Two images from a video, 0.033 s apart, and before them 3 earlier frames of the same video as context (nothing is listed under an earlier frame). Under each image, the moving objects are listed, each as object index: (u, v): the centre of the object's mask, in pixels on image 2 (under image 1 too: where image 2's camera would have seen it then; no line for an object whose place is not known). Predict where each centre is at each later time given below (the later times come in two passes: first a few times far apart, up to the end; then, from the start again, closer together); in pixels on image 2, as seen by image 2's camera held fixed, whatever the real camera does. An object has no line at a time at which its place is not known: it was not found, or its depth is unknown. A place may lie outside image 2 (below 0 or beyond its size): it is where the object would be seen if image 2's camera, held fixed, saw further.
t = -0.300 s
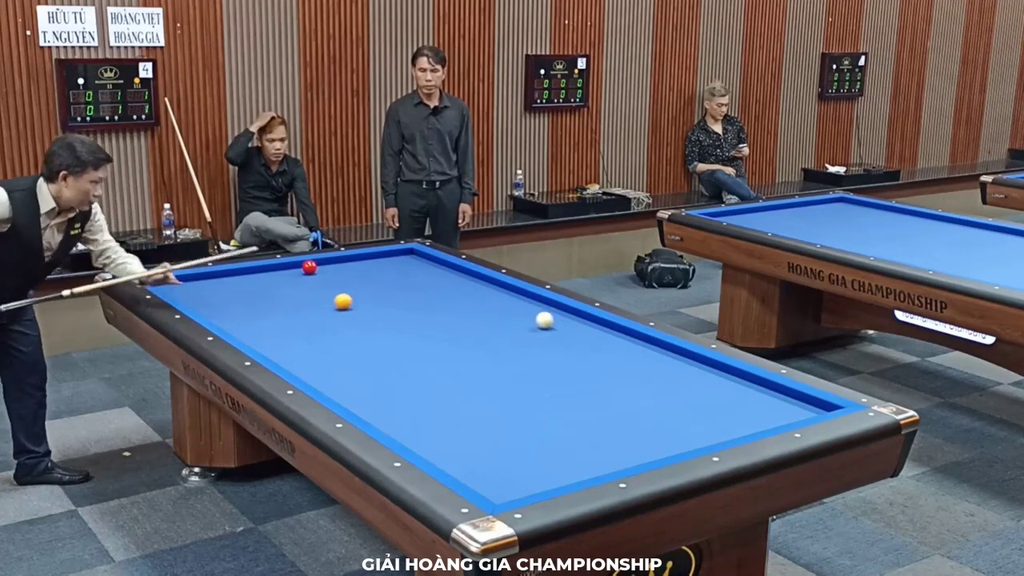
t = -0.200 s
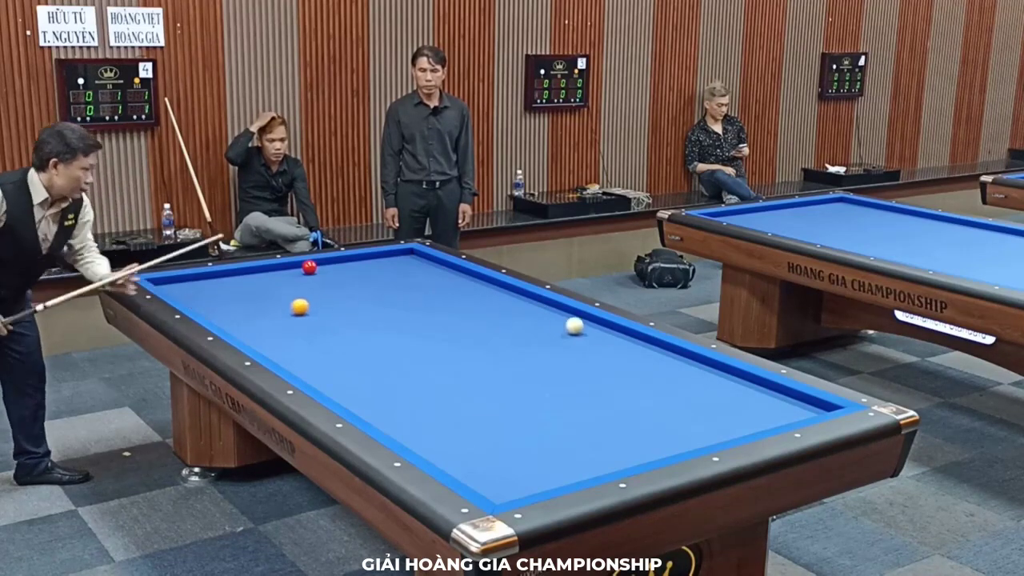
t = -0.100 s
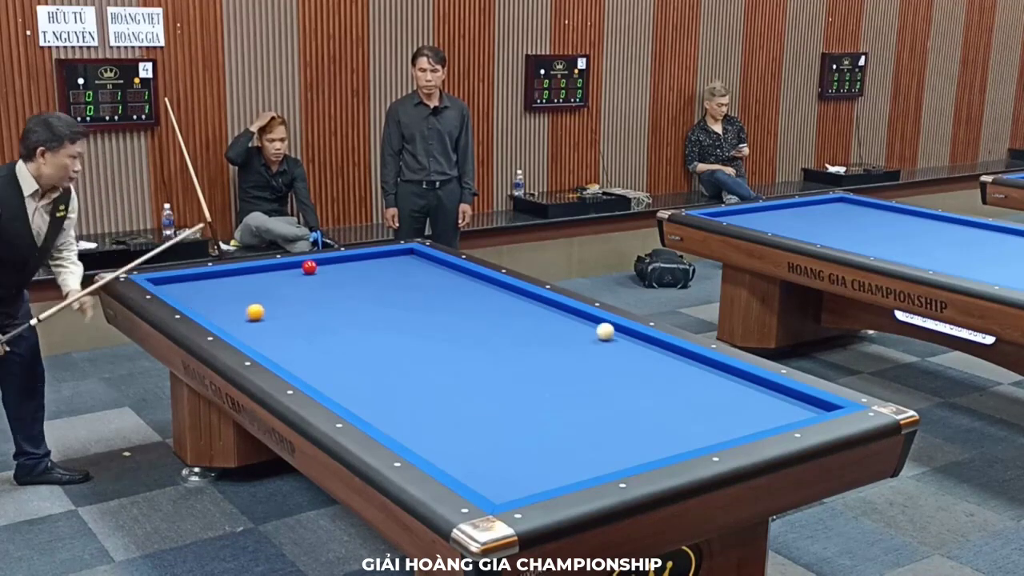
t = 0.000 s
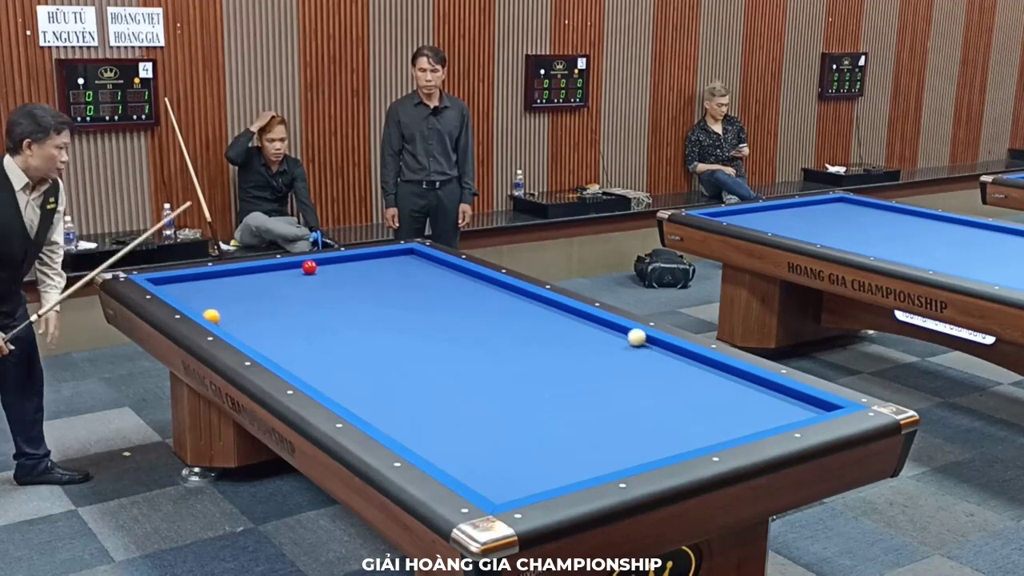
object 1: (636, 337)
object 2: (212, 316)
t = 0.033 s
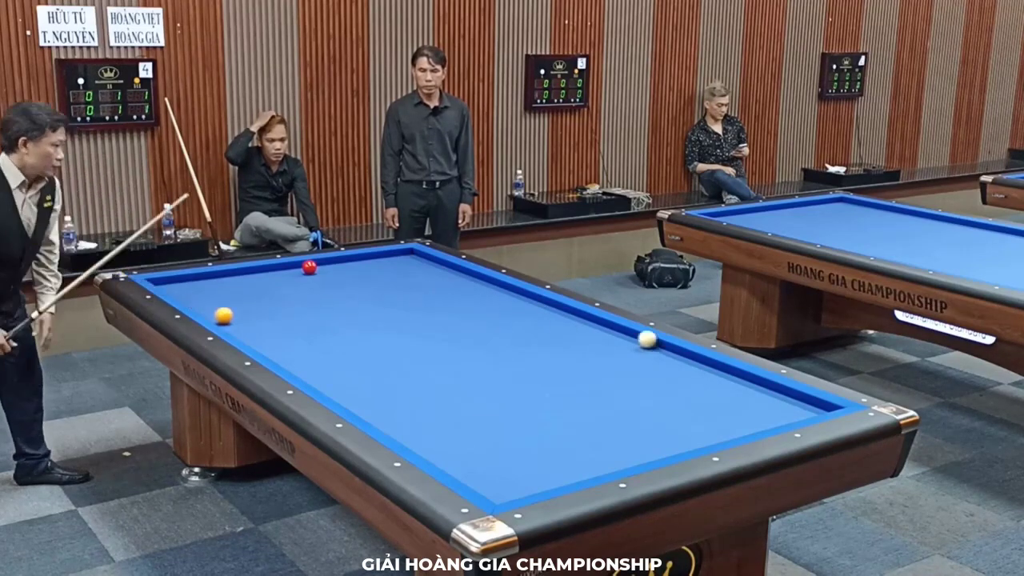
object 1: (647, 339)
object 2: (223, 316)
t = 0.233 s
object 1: (681, 360)
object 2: (290, 305)
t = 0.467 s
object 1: (729, 387)
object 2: (345, 297)
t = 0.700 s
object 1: (782, 416)
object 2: (392, 289)
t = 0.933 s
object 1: (713, 408)
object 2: (437, 282)
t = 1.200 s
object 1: (643, 399)
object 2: (473, 276)
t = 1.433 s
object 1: (586, 391)
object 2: (444, 280)
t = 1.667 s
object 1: (531, 385)
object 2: (418, 284)
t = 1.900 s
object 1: (479, 378)
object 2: (392, 287)
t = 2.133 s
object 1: (428, 372)
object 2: (365, 290)
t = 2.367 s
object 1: (380, 366)
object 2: (339, 294)
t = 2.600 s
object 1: (333, 360)
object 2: (313, 297)
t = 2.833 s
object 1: (289, 354)
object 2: (286, 301)
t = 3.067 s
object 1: (268, 345)
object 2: (259, 304)
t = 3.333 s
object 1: (267, 333)
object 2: (229, 308)
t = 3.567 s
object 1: (267, 322)
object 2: (203, 310)
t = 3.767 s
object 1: (268, 314)
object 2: (215, 309)
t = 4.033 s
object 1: (268, 304)
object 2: (231, 307)
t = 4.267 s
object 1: (268, 296)
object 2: (245, 305)
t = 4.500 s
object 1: (268, 288)
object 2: (258, 303)
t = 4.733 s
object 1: (268, 281)
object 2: (271, 301)
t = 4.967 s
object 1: (268, 274)
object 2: (282, 300)
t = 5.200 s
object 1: (268, 268)
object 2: (293, 298)
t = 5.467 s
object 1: (285, 268)
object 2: (305, 296)
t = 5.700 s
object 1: (299, 270)
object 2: (314, 295)
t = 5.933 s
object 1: (308, 272)
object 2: (323, 294)
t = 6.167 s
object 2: (331, 292)
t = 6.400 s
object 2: (339, 291)
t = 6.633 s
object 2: (346, 290)
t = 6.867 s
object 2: (353, 289)
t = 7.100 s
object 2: (359, 289)
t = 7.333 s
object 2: (365, 288)
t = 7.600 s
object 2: (374, 288)
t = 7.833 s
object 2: (381, 288)
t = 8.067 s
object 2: (388, 289)
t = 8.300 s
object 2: (394, 289)
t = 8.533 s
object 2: (400, 290)
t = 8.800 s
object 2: (406, 290)
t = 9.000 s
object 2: (410, 290)
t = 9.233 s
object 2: (414, 290)
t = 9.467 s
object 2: (418, 290)
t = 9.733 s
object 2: (421, 291)
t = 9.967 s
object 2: (423, 291)
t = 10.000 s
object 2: (423, 291)
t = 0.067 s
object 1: (653, 342)
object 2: (236, 314)
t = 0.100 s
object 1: (658, 346)
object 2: (248, 312)
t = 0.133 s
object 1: (663, 349)
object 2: (260, 310)
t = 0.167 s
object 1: (669, 353)
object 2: (270, 308)
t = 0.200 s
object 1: (675, 356)
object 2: (281, 307)
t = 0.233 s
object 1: (681, 360)
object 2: (290, 305)
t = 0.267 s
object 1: (688, 364)
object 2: (299, 304)
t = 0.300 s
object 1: (694, 367)
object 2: (308, 303)
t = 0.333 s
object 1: (701, 371)
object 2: (316, 302)
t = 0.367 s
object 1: (707, 375)
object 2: (323, 300)
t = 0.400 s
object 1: (715, 379)
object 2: (330, 299)
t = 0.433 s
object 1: (721, 383)
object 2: (338, 298)
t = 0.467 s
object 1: (729, 387)
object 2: (345, 297)
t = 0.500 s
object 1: (736, 391)
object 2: (352, 296)
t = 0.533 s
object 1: (744, 396)
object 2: (359, 295)
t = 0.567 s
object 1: (751, 400)
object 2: (366, 294)
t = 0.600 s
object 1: (759, 404)
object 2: (373, 292)
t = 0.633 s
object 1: (767, 409)
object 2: (379, 291)
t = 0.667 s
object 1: (775, 413)
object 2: (386, 290)
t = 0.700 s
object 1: (782, 416)
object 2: (392, 289)
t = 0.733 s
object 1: (781, 417)
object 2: (399, 288)
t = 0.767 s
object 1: (769, 417)
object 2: (405, 287)
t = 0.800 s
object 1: (756, 415)
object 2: (412, 286)
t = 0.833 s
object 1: (744, 413)
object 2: (418, 285)
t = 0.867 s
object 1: (733, 411)
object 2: (424, 284)
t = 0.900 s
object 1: (723, 409)
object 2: (431, 283)
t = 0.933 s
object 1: (713, 408)
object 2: (437, 282)
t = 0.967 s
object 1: (703, 406)
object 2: (443, 281)
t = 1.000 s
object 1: (694, 405)
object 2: (449, 280)
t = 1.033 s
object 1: (685, 404)
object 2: (455, 279)
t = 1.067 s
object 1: (677, 402)
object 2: (461, 278)
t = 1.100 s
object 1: (668, 401)
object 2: (467, 277)
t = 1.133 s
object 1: (660, 401)
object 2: (473, 276)
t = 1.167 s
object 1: (651, 400)
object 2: (478, 276)
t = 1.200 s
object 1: (643, 399)
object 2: (473, 276)
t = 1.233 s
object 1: (635, 398)
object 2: (468, 277)
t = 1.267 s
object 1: (626, 396)
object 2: (463, 278)
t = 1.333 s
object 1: (610, 394)
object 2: (455, 279)
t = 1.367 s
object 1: (602, 393)
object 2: (451, 279)
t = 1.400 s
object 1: (594, 392)
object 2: (447, 280)
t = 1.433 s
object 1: (586, 391)
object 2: (444, 280)
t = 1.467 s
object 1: (578, 390)
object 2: (440, 281)
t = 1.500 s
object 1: (570, 389)
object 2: (436, 281)
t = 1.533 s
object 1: (562, 388)
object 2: (432, 282)
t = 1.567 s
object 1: (554, 388)
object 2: (429, 282)
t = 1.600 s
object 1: (546, 386)
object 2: (425, 283)
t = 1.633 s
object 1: (539, 385)
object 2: (422, 283)
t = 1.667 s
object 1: (531, 385)
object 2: (418, 284)
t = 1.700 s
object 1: (523, 383)
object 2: (414, 284)
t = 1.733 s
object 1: (516, 382)
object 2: (410, 285)
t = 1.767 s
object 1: (508, 382)
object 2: (407, 285)
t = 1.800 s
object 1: (501, 381)
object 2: (403, 286)
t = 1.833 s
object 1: (493, 380)
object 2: (399, 286)
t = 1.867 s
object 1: (486, 379)
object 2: (396, 287)
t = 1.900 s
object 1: (479, 378)
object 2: (392, 287)
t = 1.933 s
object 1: (471, 377)
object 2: (388, 287)
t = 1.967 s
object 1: (464, 376)
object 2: (384, 288)
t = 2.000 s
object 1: (457, 375)
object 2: (381, 288)
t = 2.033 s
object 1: (449, 374)
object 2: (377, 289)
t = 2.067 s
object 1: (442, 374)
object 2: (373, 289)
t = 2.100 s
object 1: (435, 373)
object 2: (369, 290)
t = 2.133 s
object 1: (428, 372)
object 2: (365, 290)
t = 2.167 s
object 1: (421, 371)
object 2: (362, 291)
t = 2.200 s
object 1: (414, 370)
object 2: (358, 291)
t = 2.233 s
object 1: (407, 369)
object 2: (354, 292)
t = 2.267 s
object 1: (400, 369)
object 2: (351, 292)
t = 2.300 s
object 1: (393, 368)
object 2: (347, 293)
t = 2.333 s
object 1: (386, 367)
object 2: (343, 293)
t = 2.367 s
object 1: (380, 366)
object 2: (339, 294)
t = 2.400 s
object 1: (373, 365)
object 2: (336, 294)
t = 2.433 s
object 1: (366, 364)
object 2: (332, 295)
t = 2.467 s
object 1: (360, 363)
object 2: (328, 295)
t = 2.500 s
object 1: (353, 363)
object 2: (324, 296)
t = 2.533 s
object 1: (346, 362)
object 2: (320, 296)
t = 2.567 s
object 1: (340, 361)
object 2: (316, 297)
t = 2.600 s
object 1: (333, 360)
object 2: (313, 297)
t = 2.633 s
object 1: (327, 360)
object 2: (309, 298)
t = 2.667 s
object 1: (320, 359)
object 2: (305, 298)
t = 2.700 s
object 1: (314, 357)
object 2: (301, 299)
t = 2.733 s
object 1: (308, 357)
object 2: (298, 299)
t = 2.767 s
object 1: (301, 356)
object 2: (294, 300)
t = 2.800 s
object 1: (295, 355)
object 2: (290, 300)
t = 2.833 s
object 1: (289, 354)
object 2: (286, 301)
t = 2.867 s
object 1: (283, 354)
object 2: (283, 301)
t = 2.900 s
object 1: (277, 352)
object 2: (279, 301)
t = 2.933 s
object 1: (271, 351)
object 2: (275, 302)
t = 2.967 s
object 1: (267, 350)
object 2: (271, 302)
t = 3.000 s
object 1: (268, 348)
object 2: (267, 303)
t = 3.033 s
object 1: (268, 347)
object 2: (263, 303)
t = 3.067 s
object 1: (268, 345)
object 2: (259, 304)
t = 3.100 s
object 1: (268, 344)
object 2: (256, 304)
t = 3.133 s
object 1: (268, 342)
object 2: (252, 305)
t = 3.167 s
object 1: (268, 341)
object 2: (248, 305)
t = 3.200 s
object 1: (268, 339)
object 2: (244, 306)
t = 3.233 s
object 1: (268, 338)
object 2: (240, 306)
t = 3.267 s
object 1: (268, 336)
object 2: (237, 307)
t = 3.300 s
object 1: (268, 334)
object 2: (233, 307)
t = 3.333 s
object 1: (267, 333)
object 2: (229, 308)
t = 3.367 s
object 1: (268, 331)
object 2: (225, 308)
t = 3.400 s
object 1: (268, 330)
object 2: (221, 309)
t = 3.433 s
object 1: (268, 328)
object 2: (217, 309)
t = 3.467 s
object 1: (268, 327)
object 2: (214, 310)
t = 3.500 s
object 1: (268, 325)
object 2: (210, 310)
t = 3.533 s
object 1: (268, 324)
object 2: (206, 310)
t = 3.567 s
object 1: (267, 322)
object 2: (203, 310)
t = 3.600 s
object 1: (268, 321)
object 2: (204, 310)
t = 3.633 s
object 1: (268, 320)
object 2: (206, 310)
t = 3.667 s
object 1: (268, 318)
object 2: (208, 310)
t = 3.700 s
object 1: (268, 317)
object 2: (210, 310)
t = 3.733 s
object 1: (268, 315)
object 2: (212, 310)
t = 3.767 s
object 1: (268, 314)
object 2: (215, 309)
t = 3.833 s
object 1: (268, 312)
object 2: (219, 309)
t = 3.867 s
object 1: (268, 310)
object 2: (221, 308)
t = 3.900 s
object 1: (268, 309)
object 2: (223, 308)
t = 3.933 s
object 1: (268, 308)
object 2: (225, 308)
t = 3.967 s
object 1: (268, 306)
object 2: (227, 308)
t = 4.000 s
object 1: (268, 305)
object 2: (229, 307)
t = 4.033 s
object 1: (268, 304)
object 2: (231, 307)
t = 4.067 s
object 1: (268, 303)
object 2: (233, 307)
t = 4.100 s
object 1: (268, 301)
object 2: (235, 306)
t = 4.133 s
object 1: (268, 300)
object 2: (237, 306)
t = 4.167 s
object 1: (268, 299)
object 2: (239, 306)
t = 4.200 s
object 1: (268, 298)
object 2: (241, 306)
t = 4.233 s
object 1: (268, 297)
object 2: (243, 305)
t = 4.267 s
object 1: (268, 296)
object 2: (245, 305)
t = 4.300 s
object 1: (268, 294)
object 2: (247, 305)
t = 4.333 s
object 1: (268, 293)
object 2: (249, 305)
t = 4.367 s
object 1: (268, 292)
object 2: (251, 304)
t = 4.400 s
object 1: (268, 291)
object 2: (252, 304)
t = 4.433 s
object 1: (268, 290)
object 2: (254, 304)
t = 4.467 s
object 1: (268, 289)
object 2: (256, 303)
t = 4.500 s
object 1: (268, 288)
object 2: (258, 303)
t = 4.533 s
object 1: (268, 287)
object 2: (260, 303)
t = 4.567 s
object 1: (268, 286)
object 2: (261, 303)
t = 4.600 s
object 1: (268, 285)
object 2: (263, 302)
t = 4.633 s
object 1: (268, 284)
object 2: (265, 302)
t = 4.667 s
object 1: (268, 283)
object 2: (267, 302)
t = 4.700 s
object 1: (268, 282)
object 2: (269, 302)
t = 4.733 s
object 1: (268, 281)
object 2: (271, 301)
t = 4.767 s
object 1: (268, 280)
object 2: (272, 301)
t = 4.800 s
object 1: (268, 279)
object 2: (274, 301)
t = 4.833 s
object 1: (268, 278)
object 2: (275, 301)
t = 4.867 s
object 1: (268, 277)
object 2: (277, 301)
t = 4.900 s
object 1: (268, 276)
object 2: (279, 300)
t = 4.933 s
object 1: (268, 275)
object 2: (280, 300)
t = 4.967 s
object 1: (268, 274)
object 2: (282, 300)
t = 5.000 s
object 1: (268, 273)
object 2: (284, 300)
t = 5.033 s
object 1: (268, 273)
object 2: (285, 299)
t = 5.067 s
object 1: (268, 272)
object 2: (287, 299)
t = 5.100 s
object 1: (268, 271)
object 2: (288, 299)
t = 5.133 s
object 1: (268, 270)
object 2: (290, 299)
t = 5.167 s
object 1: (268, 269)
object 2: (291, 298)
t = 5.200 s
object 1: (268, 268)
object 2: (293, 298)
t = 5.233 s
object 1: (268, 267)
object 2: (294, 298)
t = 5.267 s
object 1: (270, 267)
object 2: (296, 298)
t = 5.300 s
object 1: (272, 267)
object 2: (297, 298)
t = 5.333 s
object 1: (275, 267)
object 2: (299, 297)
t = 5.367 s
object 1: (278, 267)
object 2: (300, 297)
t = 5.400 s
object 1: (280, 268)
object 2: (302, 297)
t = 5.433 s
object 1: (282, 268)
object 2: (303, 297)
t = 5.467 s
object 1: (285, 268)
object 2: (305, 296)
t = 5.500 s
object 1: (288, 268)
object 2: (306, 296)
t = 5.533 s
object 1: (290, 268)
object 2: (307, 296)
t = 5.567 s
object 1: (292, 269)
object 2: (309, 296)
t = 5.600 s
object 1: (295, 269)
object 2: (310, 296)
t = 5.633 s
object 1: (297, 269)
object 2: (312, 295)
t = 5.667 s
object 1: (298, 269)
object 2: (313, 295)
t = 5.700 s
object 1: (299, 270)
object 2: (314, 295)
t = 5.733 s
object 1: (300, 270)
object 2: (315, 295)
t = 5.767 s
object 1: (302, 270)
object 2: (317, 295)
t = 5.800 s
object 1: (303, 271)
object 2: (318, 294)
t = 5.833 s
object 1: (305, 271)
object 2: (319, 294)
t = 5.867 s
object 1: (306, 271)
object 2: (321, 294)
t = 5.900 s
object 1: (307, 272)
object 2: (322, 294)
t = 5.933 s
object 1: (308, 272)
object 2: (323, 294)
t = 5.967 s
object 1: (310, 272)
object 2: (324, 293)
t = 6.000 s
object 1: (311, 272)
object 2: (326, 293)
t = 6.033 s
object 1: (312, 273)
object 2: (327, 293)
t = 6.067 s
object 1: (313, 273)
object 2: (328, 293)
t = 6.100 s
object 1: (314, 274)
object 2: (329, 293)
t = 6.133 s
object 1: (316, 273)
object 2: (330, 293)
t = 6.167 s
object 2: (331, 292)
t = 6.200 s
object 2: (332, 292)
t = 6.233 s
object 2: (334, 292)
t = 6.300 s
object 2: (336, 292)
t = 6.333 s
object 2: (337, 292)
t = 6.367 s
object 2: (338, 291)
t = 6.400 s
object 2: (339, 291)
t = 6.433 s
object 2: (340, 291)
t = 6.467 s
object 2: (341, 291)
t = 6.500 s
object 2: (342, 291)
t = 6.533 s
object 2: (343, 291)
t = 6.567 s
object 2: (344, 291)
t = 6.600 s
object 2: (345, 290)
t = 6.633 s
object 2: (346, 290)
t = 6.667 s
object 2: (347, 290)
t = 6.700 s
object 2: (348, 290)
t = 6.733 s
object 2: (349, 290)
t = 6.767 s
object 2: (350, 290)
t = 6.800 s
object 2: (351, 290)
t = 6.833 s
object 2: (352, 289)
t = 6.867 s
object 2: (353, 289)
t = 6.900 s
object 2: (354, 289)
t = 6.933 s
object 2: (354, 289)
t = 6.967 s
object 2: (355, 289)
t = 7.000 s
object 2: (356, 289)
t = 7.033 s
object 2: (357, 289)
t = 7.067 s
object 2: (358, 288)
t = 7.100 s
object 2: (359, 289)
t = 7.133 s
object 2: (360, 288)
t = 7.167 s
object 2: (361, 288)
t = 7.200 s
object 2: (362, 288)
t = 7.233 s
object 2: (363, 288)
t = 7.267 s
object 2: (363, 288)
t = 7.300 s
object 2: (364, 288)
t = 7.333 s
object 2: (365, 288)
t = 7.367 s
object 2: (366, 288)
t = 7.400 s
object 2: (367, 288)
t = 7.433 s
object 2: (368, 288)
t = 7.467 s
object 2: (369, 288)
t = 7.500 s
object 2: (370, 288)
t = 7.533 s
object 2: (371, 288)
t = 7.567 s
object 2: (372, 288)
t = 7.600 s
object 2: (374, 288)
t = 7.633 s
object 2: (375, 288)
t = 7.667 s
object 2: (375, 288)
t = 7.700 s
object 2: (377, 288)
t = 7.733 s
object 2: (378, 288)
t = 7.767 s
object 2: (379, 288)
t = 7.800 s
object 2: (380, 288)
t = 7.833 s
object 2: (381, 288)
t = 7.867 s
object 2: (382, 289)
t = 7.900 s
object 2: (383, 288)
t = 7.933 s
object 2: (384, 289)
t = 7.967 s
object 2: (385, 289)
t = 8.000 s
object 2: (386, 289)
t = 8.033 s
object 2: (387, 289)
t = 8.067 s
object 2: (388, 289)
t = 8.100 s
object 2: (389, 289)
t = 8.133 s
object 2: (390, 289)
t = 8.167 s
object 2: (391, 289)
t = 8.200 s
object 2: (392, 289)
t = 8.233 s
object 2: (393, 289)
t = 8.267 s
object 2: (393, 289)
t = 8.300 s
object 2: (394, 289)
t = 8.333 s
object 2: (395, 289)
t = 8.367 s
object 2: (396, 290)
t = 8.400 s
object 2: (397, 290)
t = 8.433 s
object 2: (398, 290)
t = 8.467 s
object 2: (398, 290)
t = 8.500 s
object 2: (399, 290)
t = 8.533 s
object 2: (400, 290)
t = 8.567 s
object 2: (401, 290)
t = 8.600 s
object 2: (402, 290)
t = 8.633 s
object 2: (402, 290)
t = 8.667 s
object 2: (403, 290)
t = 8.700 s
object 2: (404, 290)
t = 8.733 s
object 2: (405, 290)
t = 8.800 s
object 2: (406, 290)
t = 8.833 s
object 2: (407, 290)
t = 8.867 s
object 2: (407, 290)
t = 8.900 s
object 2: (408, 290)
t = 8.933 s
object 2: (409, 290)
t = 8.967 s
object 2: (409, 290)
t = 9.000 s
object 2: (410, 290)
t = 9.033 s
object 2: (411, 290)
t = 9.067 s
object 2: (411, 290)
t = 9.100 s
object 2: (412, 290)
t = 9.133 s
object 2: (412, 290)
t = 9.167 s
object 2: (413, 290)
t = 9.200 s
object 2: (414, 290)
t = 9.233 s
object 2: (414, 290)
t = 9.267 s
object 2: (415, 290)
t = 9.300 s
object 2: (415, 290)
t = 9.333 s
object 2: (416, 290)
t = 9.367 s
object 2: (416, 290)
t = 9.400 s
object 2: (417, 290)
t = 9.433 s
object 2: (417, 290)
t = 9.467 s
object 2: (418, 290)
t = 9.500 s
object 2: (418, 290)
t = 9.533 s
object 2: (418, 290)
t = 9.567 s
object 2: (419, 291)
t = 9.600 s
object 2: (419, 291)
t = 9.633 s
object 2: (420, 291)
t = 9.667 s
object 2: (420, 291)
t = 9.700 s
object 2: (421, 291)
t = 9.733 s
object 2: (421, 291)
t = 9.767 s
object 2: (421, 291)
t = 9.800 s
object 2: (422, 291)
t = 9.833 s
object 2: (422, 291)
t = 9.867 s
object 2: (422, 291)
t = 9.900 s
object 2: (423, 291)
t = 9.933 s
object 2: (423, 291)
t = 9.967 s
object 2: (423, 291)
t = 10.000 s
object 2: (423, 291)
